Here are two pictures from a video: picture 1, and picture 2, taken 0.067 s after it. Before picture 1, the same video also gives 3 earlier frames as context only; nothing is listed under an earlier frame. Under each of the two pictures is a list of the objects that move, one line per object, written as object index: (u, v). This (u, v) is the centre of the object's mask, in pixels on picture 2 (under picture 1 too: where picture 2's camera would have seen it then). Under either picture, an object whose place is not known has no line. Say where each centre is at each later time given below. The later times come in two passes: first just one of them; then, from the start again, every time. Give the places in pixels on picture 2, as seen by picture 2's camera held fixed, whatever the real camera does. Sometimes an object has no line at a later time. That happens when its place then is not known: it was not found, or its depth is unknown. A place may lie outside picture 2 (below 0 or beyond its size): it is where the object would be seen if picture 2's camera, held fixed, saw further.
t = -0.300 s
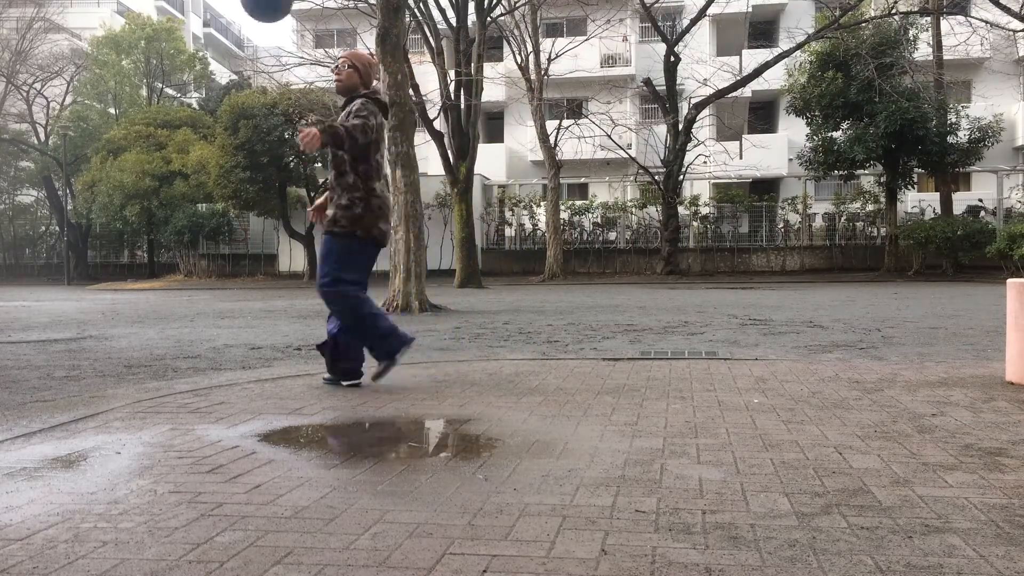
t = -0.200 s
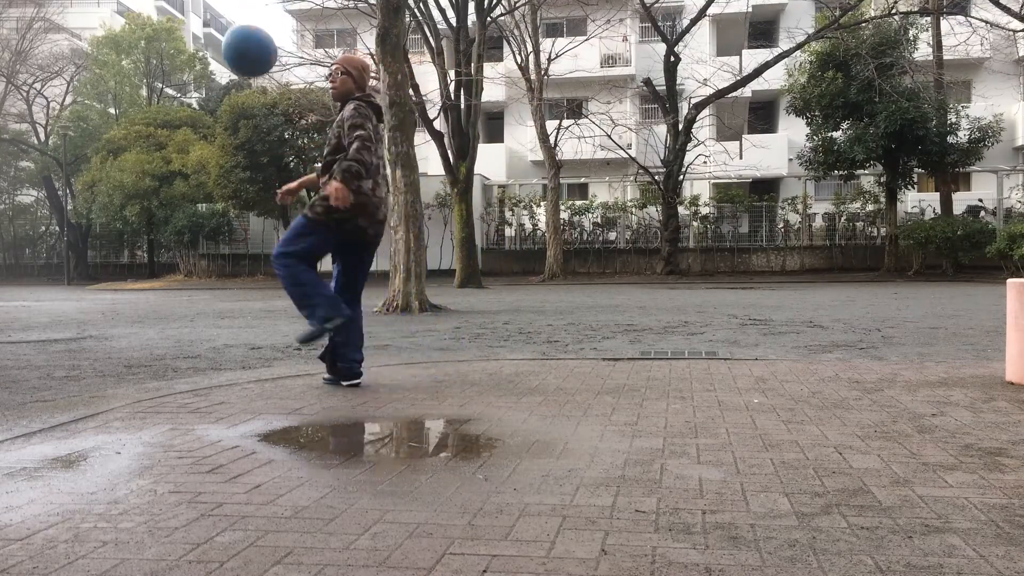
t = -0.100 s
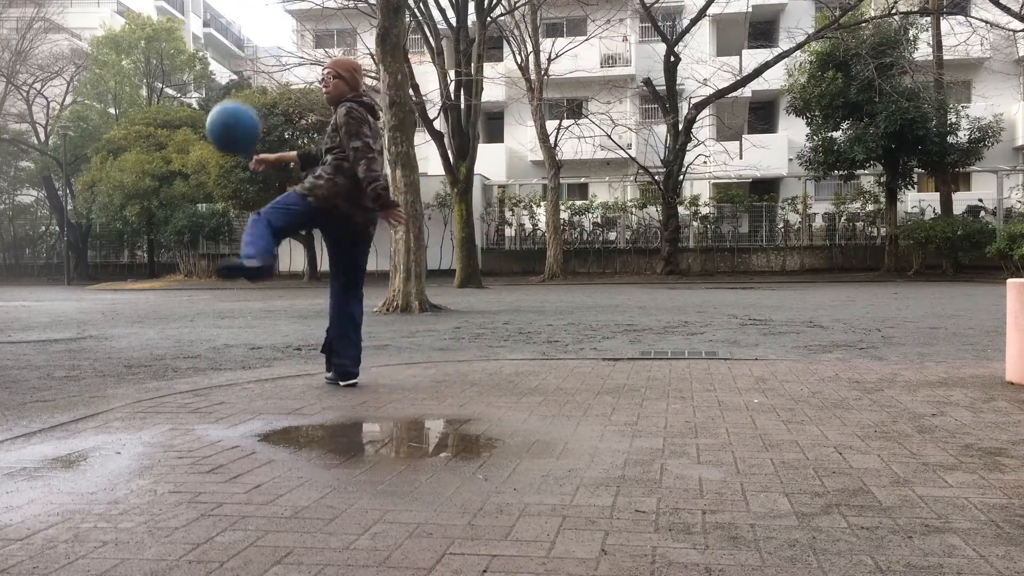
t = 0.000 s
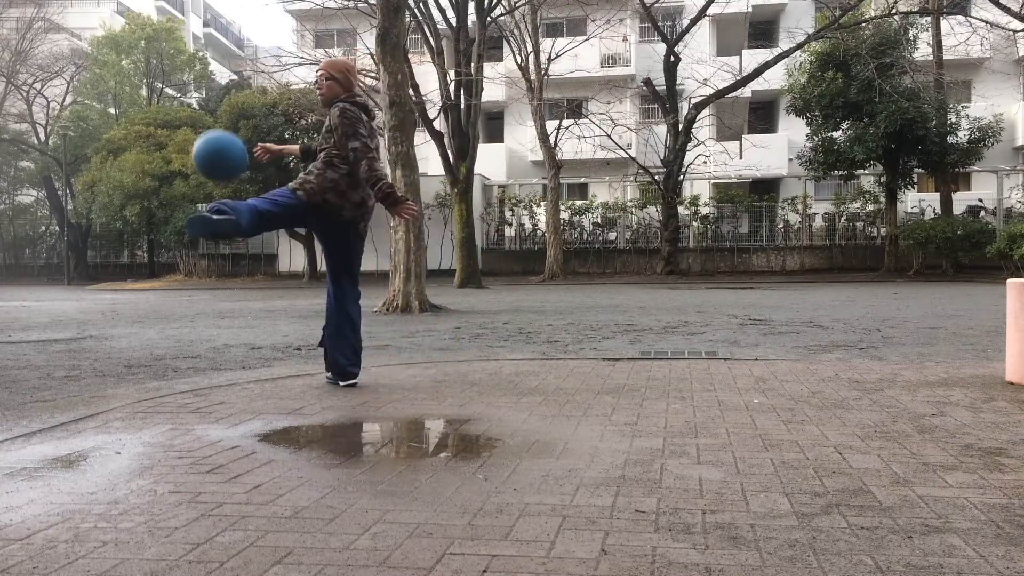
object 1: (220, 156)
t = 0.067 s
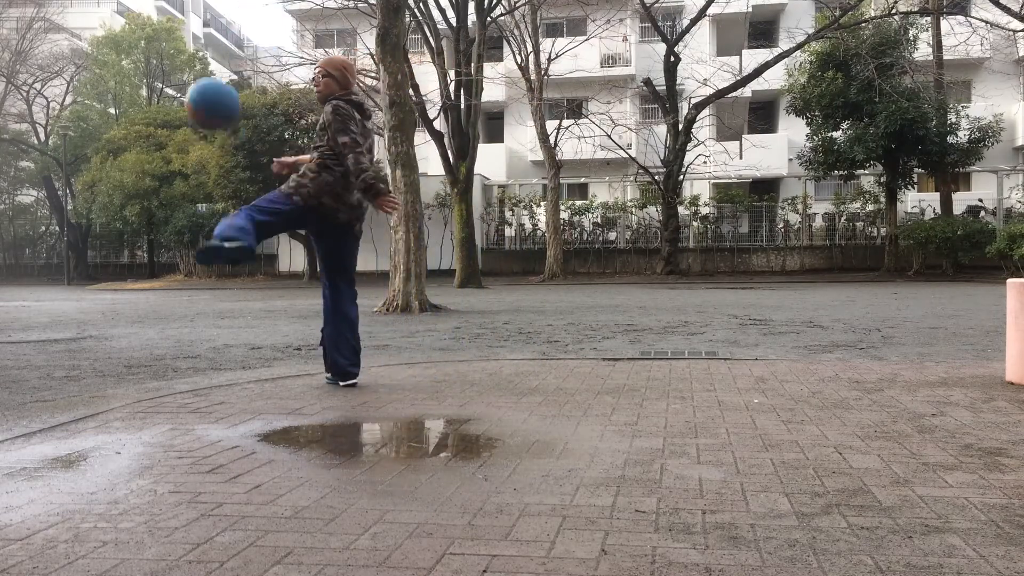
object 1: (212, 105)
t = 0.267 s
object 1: (194, 15)
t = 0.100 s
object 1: (209, 82)
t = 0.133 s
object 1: (205, 62)
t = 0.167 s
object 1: (202, 45)
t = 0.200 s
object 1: (199, 30)
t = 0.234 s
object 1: (196, 20)
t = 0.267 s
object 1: (194, 15)
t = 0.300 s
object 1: (191, 11)
